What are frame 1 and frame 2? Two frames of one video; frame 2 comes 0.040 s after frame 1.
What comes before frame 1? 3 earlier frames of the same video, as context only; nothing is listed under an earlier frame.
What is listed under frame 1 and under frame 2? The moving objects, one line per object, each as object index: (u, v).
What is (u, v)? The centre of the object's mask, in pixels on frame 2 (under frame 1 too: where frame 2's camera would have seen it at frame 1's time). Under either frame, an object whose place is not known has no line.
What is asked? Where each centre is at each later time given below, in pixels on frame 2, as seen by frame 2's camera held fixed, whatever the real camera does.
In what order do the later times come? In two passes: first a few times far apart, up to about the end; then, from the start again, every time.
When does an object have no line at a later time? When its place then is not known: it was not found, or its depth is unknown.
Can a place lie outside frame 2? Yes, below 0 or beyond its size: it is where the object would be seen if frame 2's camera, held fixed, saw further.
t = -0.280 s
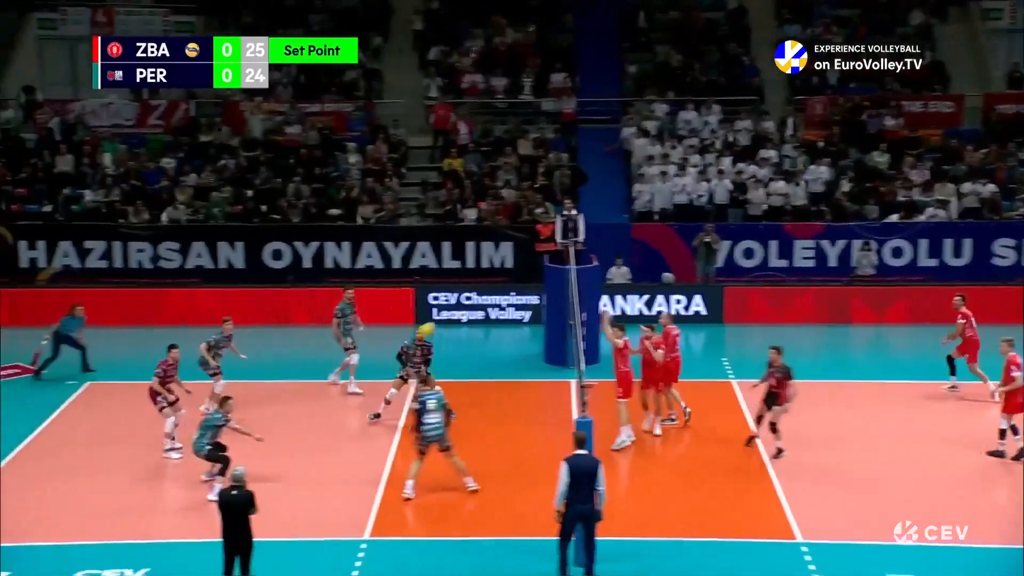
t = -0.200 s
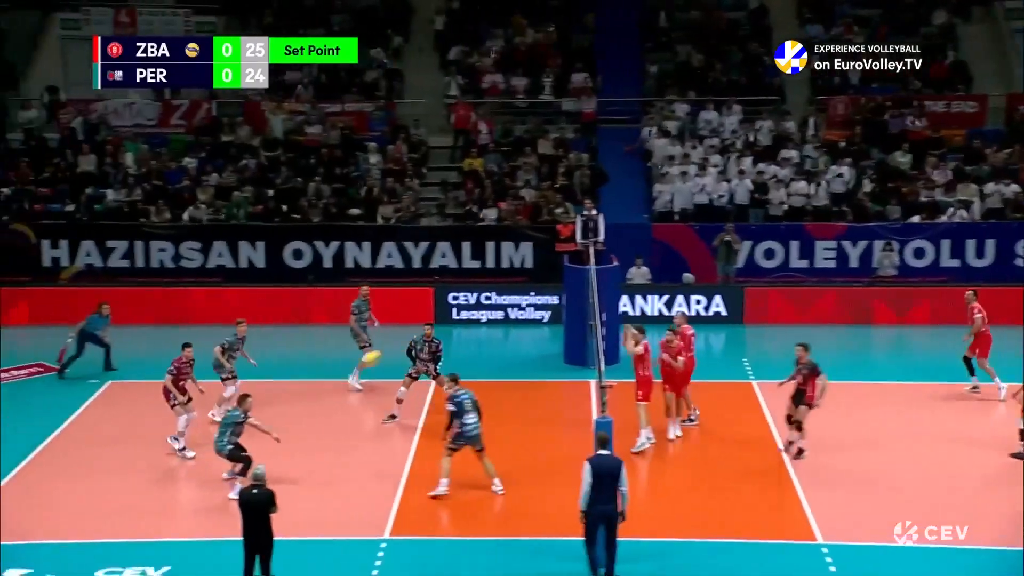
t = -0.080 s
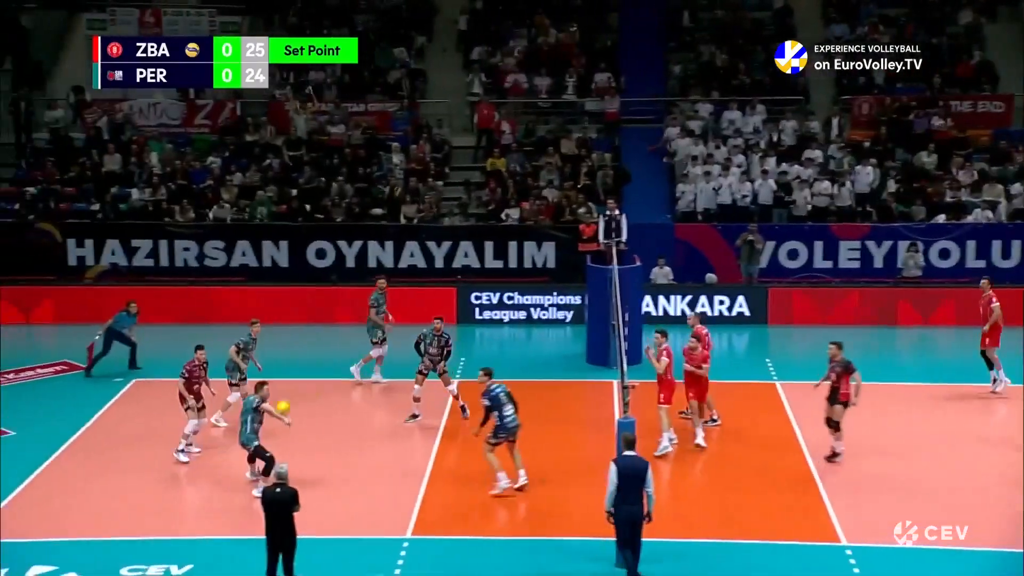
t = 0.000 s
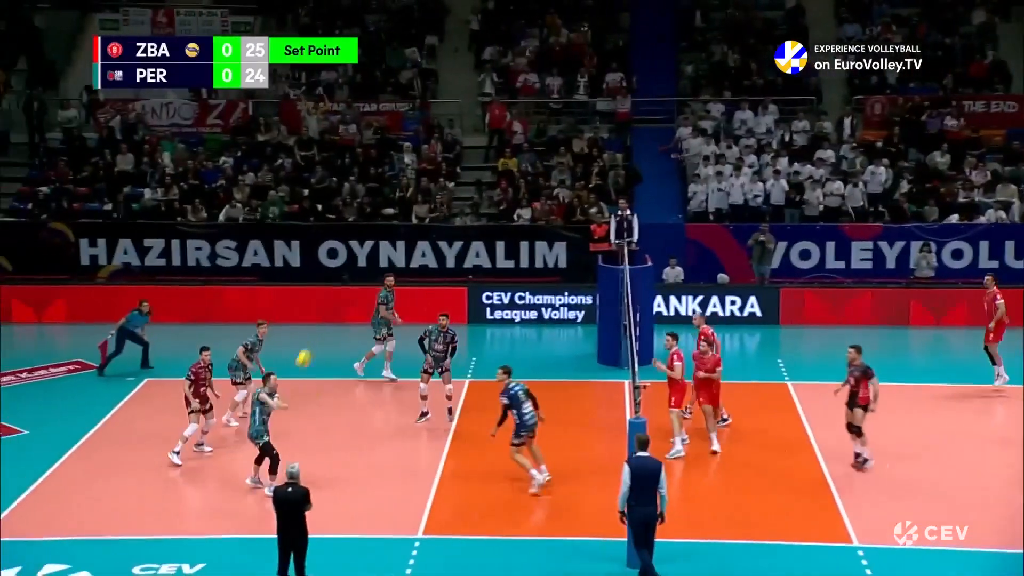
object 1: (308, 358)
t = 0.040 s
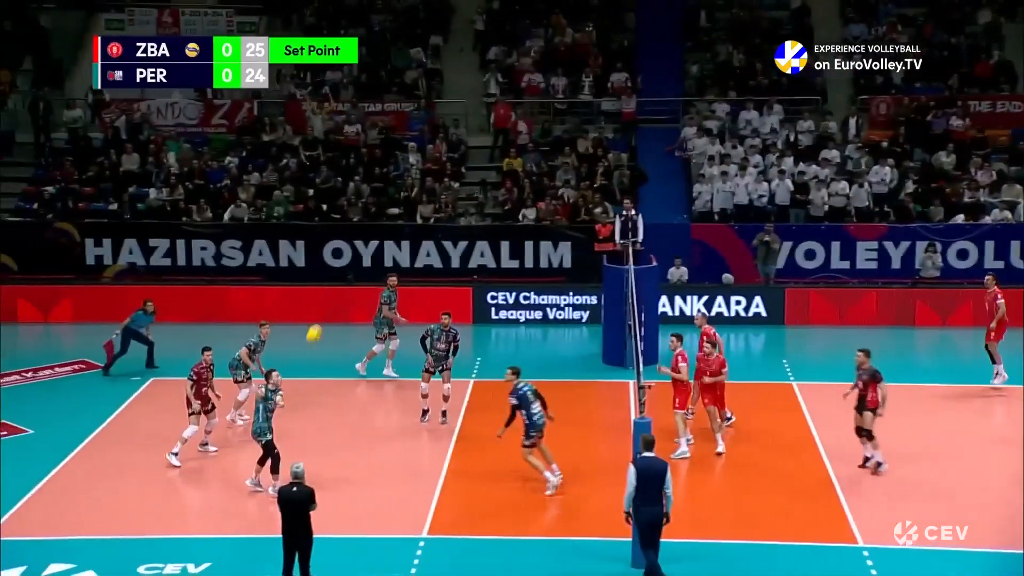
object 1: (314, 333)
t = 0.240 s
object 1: (339, 230)
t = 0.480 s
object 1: (368, 138)
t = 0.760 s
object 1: (404, 78)
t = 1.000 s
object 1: (434, 71)
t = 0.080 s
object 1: (319, 311)
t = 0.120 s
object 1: (324, 289)
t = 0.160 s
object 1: (329, 269)
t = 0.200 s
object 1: (334, 248)
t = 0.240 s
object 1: (339, 230)
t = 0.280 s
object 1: (344, 212)
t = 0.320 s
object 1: (349, 195)
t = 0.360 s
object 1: (354, 179)
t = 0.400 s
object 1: (359, 164)
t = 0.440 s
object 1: (364, 150)
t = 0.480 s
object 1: (368, 138)
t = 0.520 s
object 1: (374, 126)
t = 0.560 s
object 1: (378, 116)
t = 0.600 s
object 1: (383, 105)
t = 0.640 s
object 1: (388, 96)
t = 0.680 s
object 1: (393, 89)
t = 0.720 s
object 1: (399, 84)
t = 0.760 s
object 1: (404, 78)
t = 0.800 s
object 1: (409, 75)
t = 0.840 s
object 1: (414, 72)
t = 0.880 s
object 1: (419, 70)
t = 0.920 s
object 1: (424, 70)
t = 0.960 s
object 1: (429, 70)
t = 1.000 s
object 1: (434, 71)
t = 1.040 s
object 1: (439, 75)
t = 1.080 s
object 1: (445, 78)
